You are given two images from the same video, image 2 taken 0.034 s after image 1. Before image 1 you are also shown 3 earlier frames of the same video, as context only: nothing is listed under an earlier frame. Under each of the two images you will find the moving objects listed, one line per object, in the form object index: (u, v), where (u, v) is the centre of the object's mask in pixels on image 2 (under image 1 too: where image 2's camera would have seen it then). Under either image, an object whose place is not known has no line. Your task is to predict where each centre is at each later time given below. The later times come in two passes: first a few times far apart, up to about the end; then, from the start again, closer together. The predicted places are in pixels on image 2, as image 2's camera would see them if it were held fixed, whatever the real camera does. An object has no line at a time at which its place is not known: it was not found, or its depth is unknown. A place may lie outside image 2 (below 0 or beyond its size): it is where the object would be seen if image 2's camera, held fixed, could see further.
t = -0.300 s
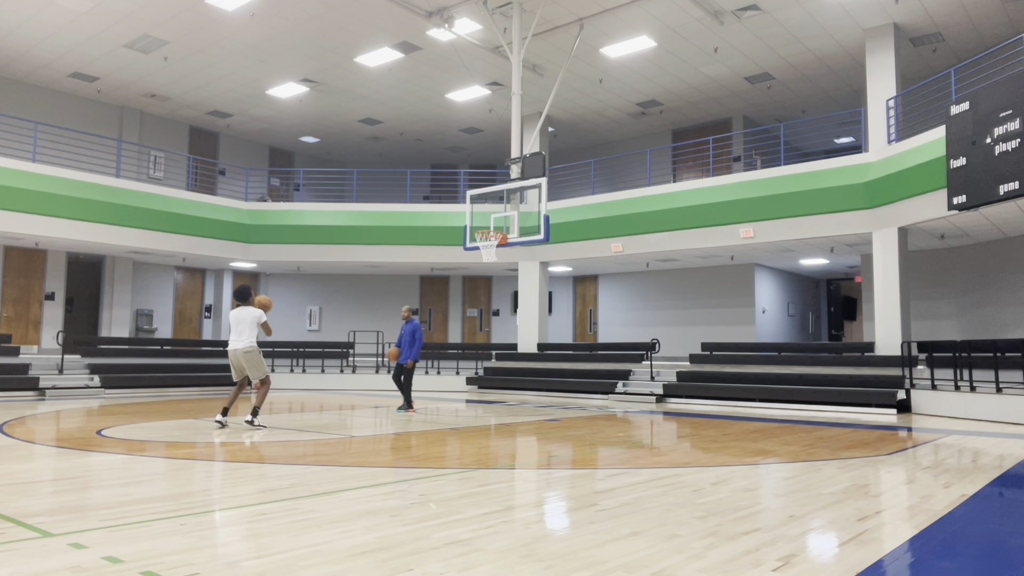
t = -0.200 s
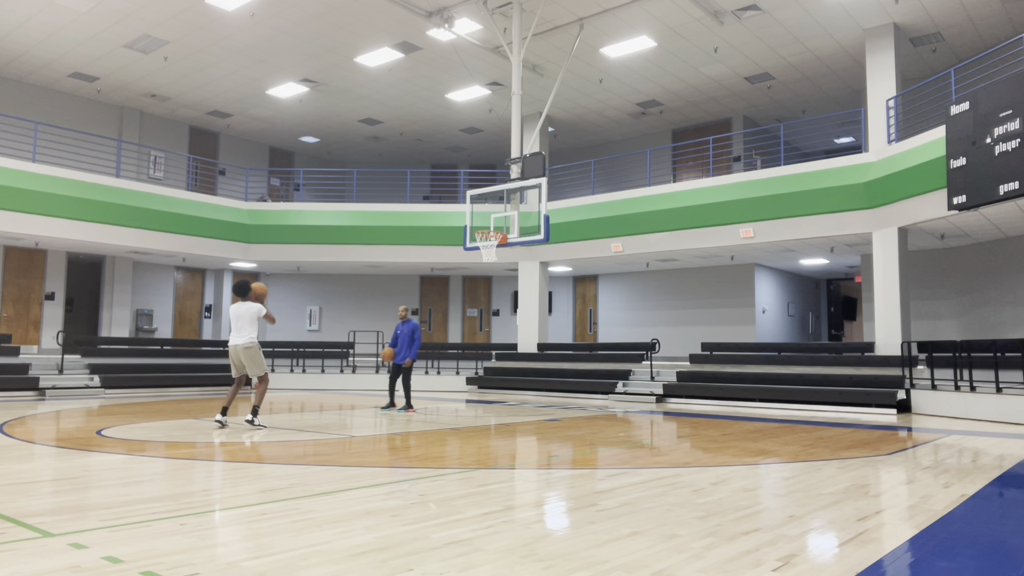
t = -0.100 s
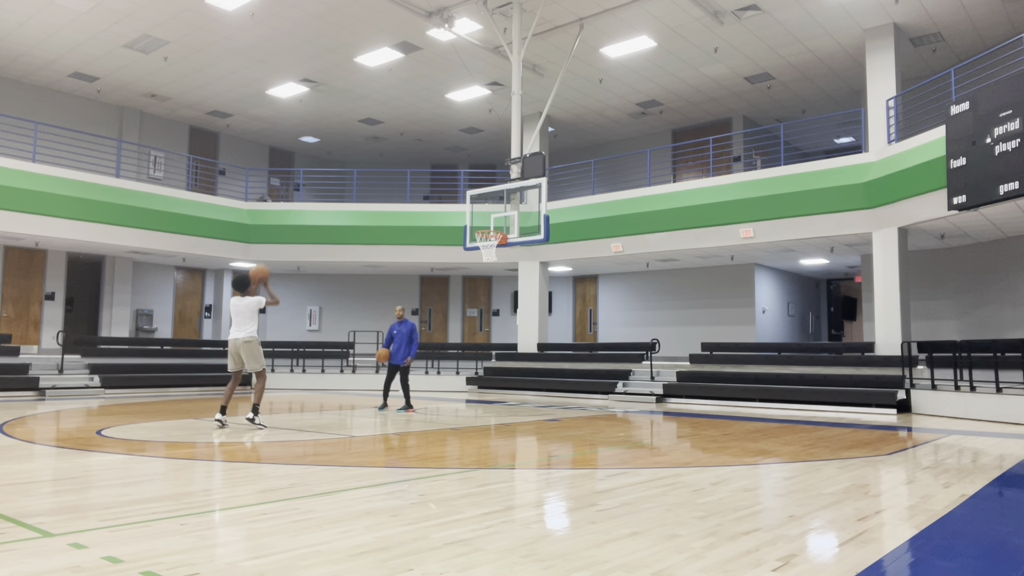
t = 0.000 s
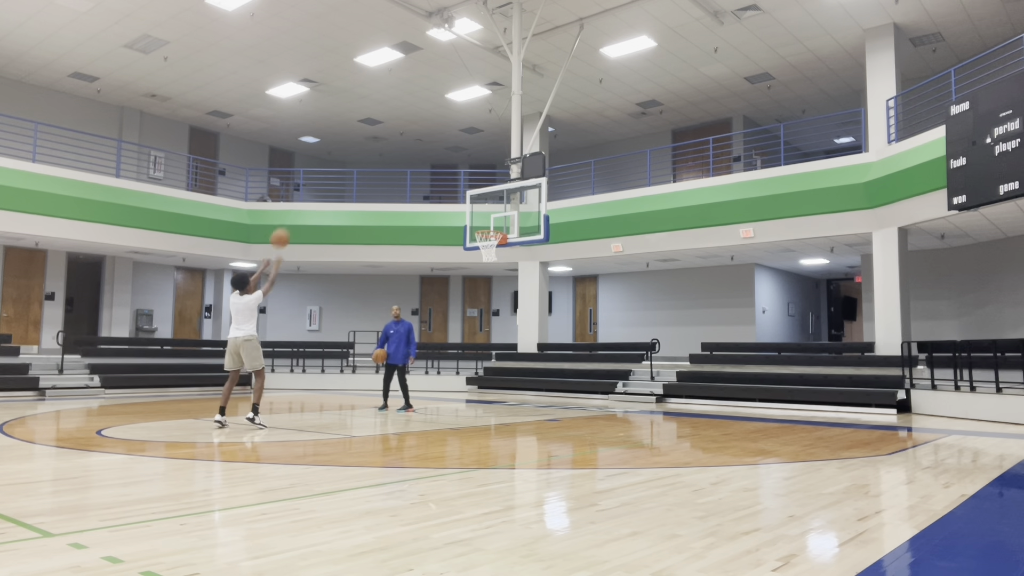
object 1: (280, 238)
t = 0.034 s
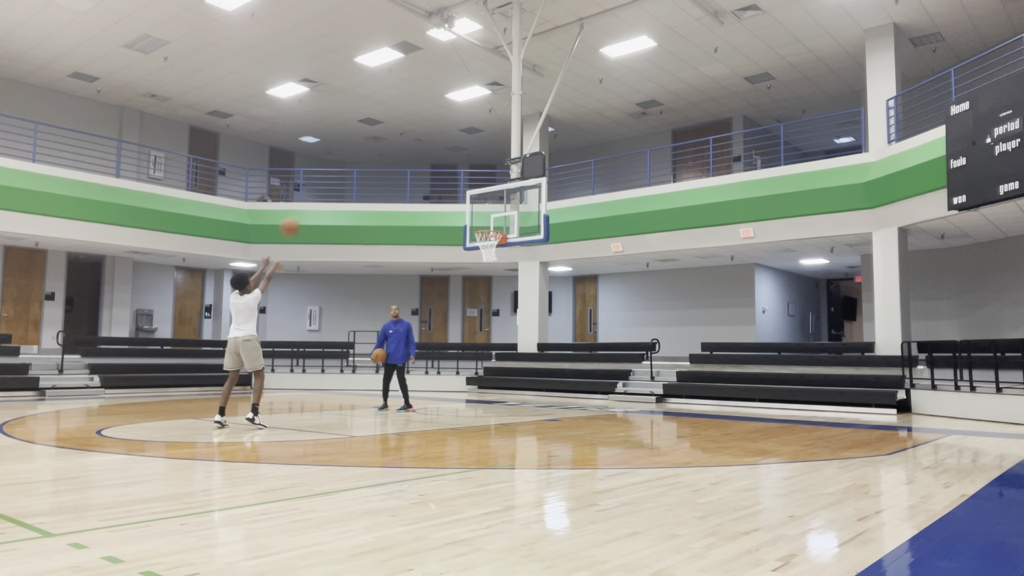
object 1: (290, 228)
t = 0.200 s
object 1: (334, 184)
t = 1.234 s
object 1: (496, 275)
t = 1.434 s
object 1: (500, 328)
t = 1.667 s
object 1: (502, 397)
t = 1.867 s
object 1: (496, 350)
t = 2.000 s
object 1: (492, 329)
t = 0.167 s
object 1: (326, 190)
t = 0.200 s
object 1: (334, 184)
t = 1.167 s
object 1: (495, 263)
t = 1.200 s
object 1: (496, 269)
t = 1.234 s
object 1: (496, 275)
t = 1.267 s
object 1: (497, 282)
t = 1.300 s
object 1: (497, 290)
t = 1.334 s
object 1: (498, 299)
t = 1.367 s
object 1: (499, 308)
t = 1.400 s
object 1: (499, 317)
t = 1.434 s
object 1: (500, 328)
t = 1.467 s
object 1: (501, 340)
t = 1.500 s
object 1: (501, 351)
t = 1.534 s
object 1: (501, 363)
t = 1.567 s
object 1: (502, 376)
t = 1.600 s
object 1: (502, 389)
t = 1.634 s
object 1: (503, 404)
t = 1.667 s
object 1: (502, 397)
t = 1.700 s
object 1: (501, 387)
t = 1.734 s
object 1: (500, 379)
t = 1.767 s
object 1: (499, 371)
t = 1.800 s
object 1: (498, 363)
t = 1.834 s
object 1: (497, 355)
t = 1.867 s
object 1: (496, 350)
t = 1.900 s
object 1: (495, 343)
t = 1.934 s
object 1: (494, 338)
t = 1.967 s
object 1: (493, 333)
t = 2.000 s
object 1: (492, 329)
